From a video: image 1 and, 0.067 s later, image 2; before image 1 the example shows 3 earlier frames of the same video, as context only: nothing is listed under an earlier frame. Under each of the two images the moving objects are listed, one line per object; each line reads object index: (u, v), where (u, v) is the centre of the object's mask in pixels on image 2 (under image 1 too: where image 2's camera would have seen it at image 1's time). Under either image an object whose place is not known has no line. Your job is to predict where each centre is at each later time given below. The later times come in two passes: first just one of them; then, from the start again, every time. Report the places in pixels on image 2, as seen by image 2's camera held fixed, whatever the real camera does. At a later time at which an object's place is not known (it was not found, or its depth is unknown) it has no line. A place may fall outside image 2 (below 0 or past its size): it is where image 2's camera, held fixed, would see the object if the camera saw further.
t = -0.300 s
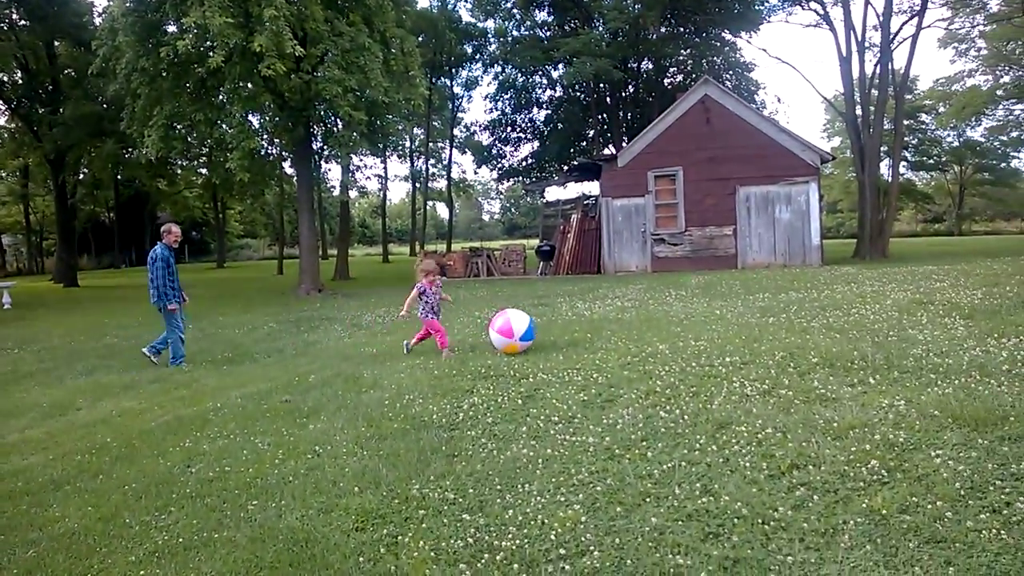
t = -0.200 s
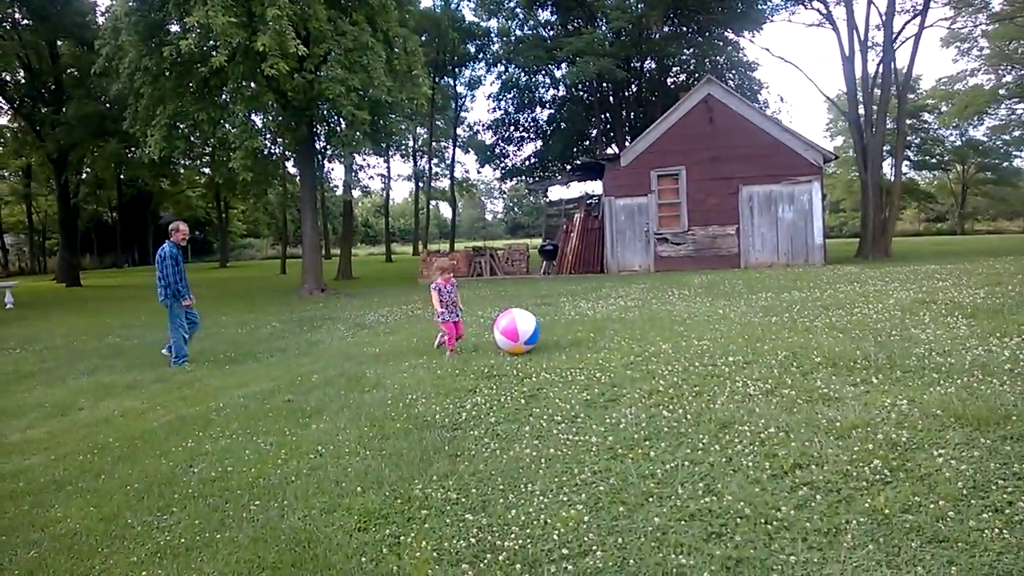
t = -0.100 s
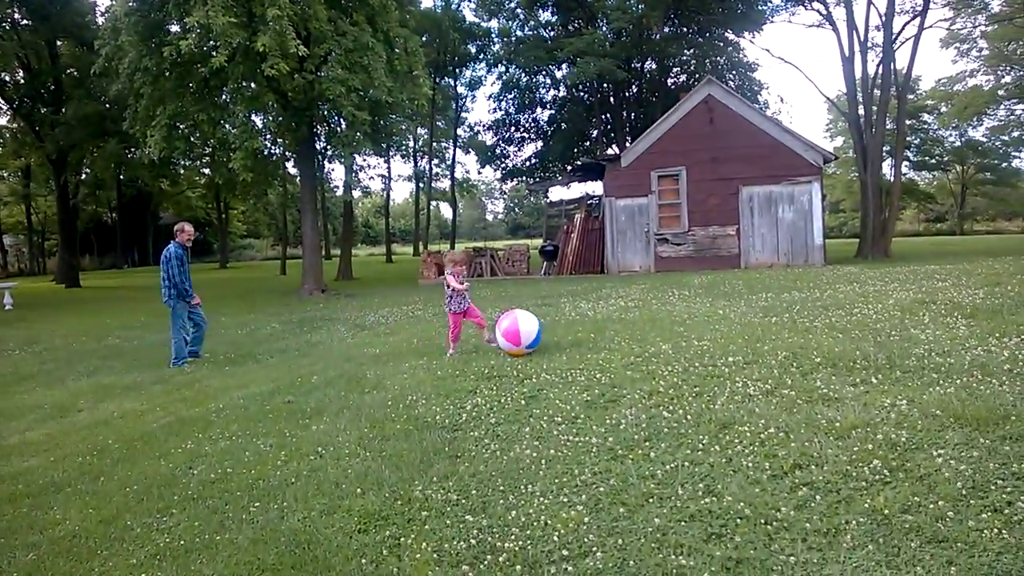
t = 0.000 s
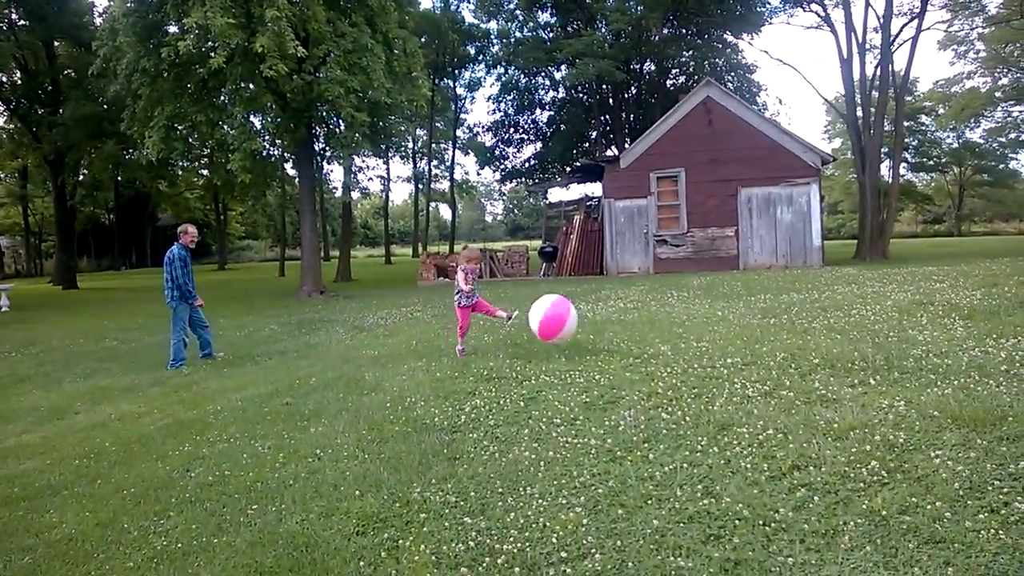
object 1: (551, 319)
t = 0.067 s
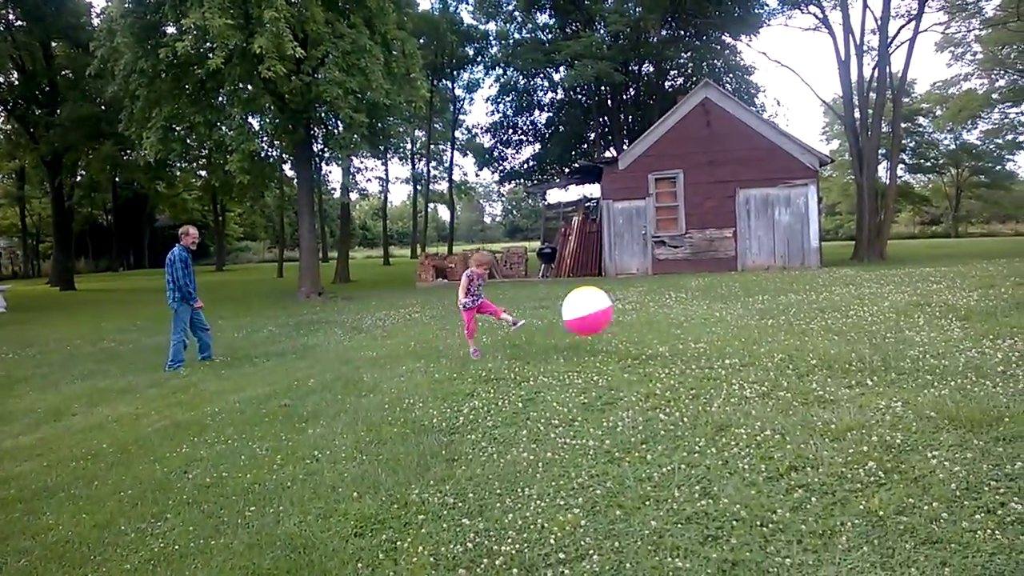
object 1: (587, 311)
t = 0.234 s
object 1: (688, 308)
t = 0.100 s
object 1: (606, 308)
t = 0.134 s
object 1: (626, 306)
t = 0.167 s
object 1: (646, 305)
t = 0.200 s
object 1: (667, 306)
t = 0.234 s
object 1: (688, 308)
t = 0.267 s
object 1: (710, 311)
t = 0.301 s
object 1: (732, 314)
